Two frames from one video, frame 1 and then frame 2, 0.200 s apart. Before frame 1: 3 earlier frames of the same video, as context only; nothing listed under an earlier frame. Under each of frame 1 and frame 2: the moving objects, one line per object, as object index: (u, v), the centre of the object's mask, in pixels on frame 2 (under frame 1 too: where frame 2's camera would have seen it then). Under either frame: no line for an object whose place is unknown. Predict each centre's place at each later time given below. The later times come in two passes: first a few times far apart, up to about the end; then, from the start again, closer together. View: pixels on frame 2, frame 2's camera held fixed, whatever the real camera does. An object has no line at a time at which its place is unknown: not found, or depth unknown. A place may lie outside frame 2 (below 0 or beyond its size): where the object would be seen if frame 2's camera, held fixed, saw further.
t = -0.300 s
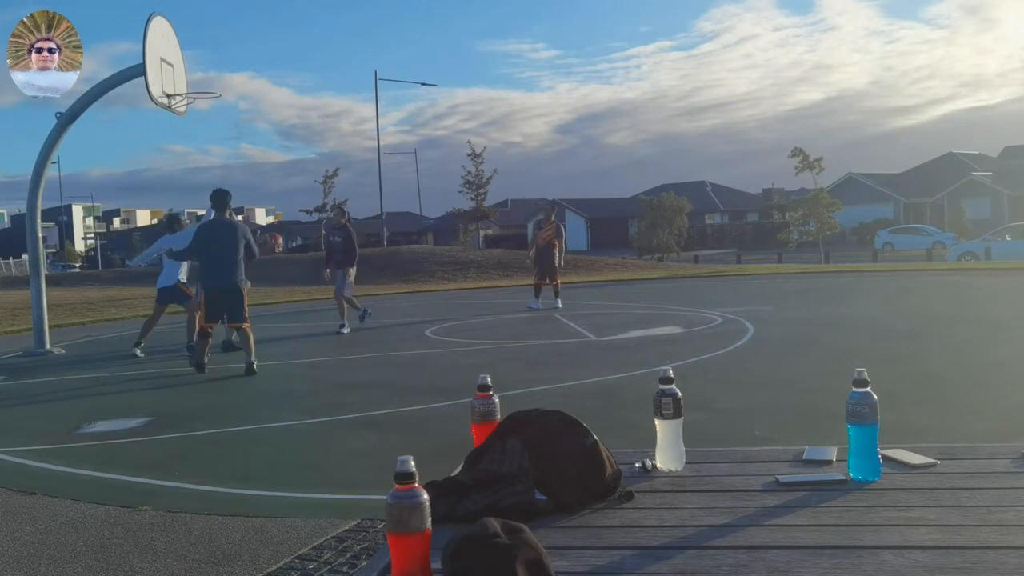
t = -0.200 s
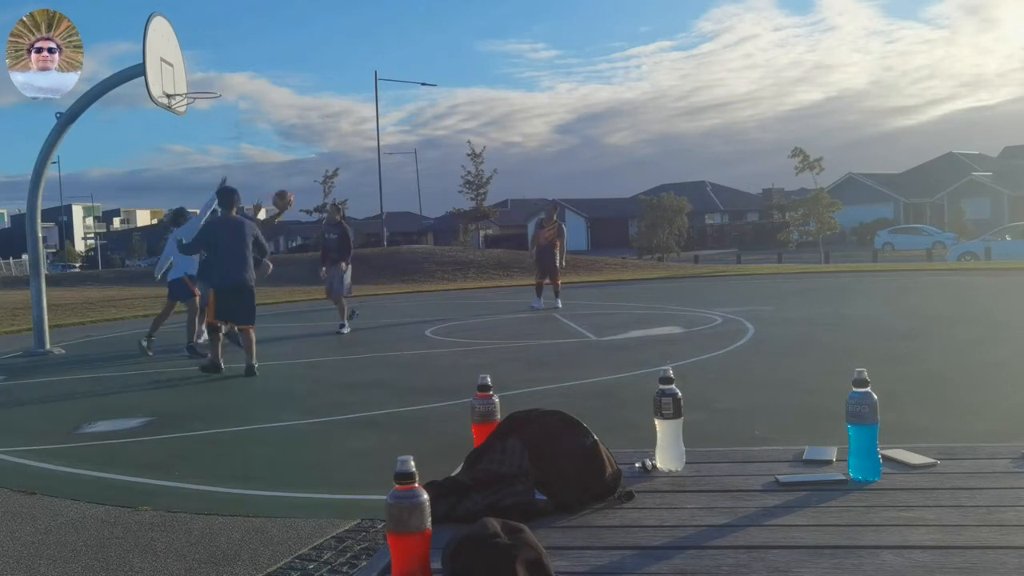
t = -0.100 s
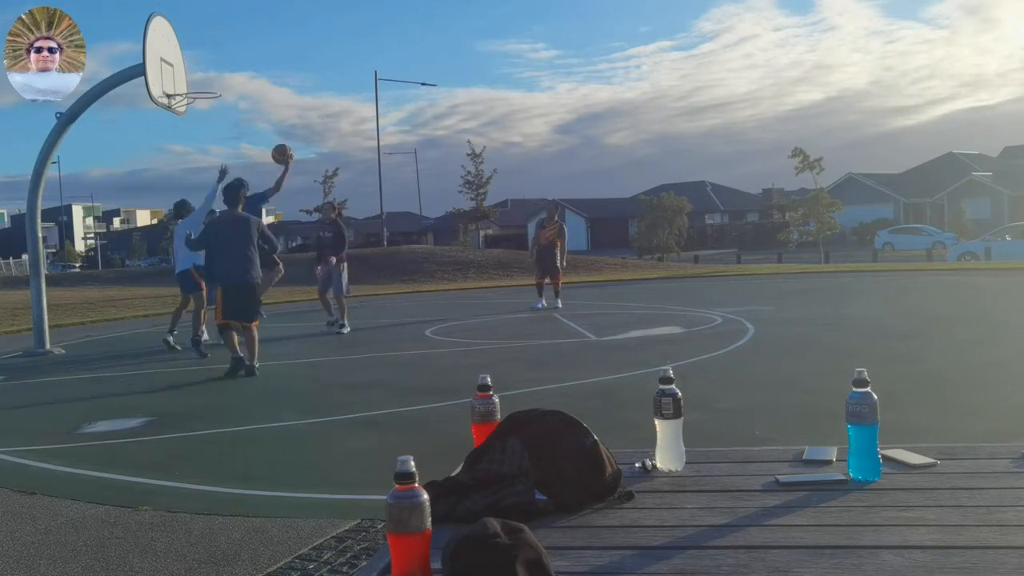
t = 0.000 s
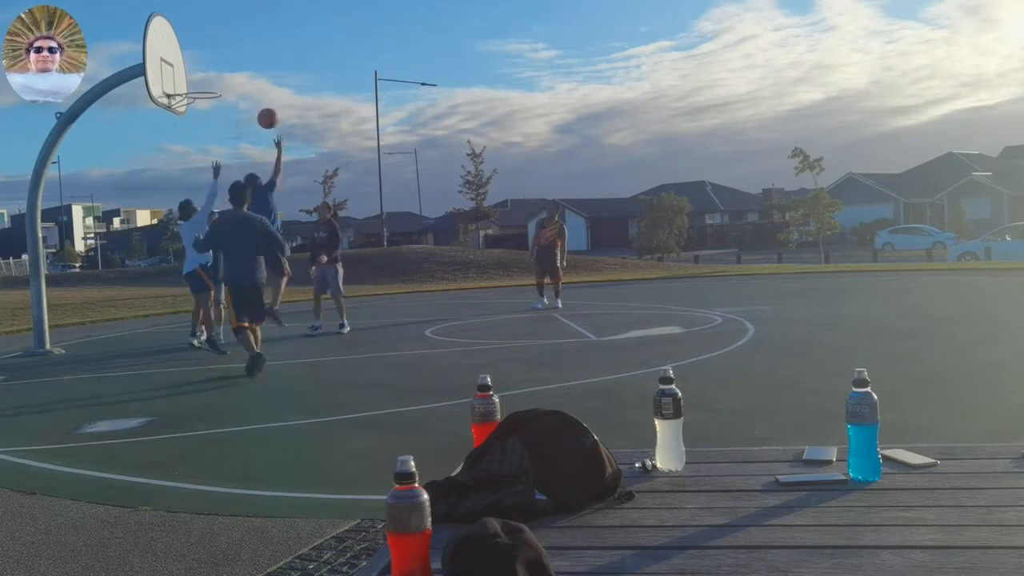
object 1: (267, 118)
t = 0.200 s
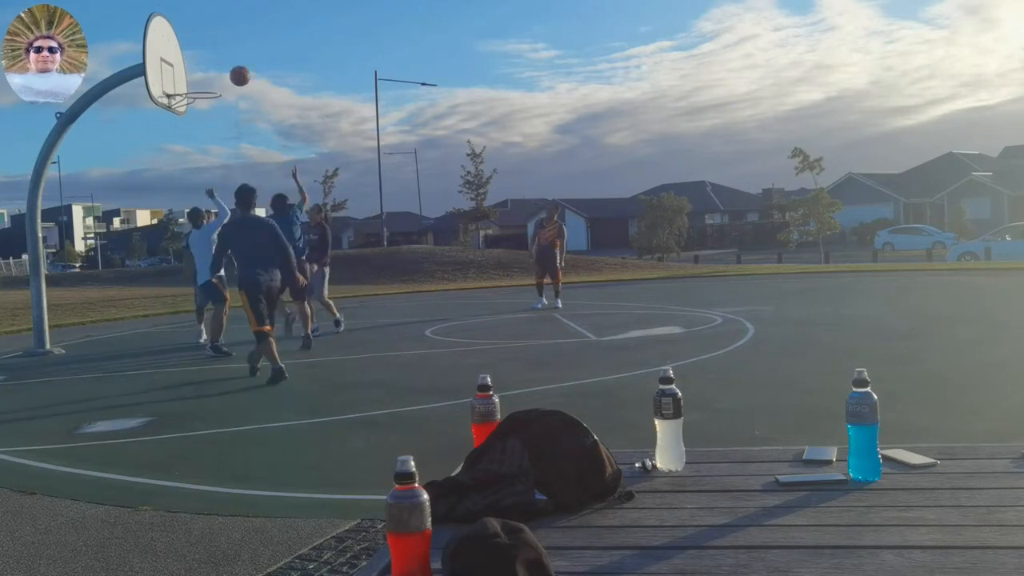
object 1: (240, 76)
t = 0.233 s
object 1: (235, 72)
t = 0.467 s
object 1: (208, 73)
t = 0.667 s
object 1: (202, 85)
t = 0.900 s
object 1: (219, 75)
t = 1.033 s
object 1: (228, 84)
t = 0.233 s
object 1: (235, 72)
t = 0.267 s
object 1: (231, 69)
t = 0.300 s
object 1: (227, 68)
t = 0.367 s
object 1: (219, 67)
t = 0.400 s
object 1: (215, 68)
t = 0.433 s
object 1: (211, 70)
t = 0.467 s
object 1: (208, 73)
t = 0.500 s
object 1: (204, 76)
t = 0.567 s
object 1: (197, 86)
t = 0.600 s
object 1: (195, 90)
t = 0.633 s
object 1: (199, 87)
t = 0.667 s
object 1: (202, 85)
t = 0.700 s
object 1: (206, 83)
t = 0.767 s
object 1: (212, 80)
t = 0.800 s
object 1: (213, 77)
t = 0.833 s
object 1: (215, 75)
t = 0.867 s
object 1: (217, 74)
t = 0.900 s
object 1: (219, 75)
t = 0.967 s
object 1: (223, 78)
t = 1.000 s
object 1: (226, 80)
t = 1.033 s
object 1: (228, 84)
